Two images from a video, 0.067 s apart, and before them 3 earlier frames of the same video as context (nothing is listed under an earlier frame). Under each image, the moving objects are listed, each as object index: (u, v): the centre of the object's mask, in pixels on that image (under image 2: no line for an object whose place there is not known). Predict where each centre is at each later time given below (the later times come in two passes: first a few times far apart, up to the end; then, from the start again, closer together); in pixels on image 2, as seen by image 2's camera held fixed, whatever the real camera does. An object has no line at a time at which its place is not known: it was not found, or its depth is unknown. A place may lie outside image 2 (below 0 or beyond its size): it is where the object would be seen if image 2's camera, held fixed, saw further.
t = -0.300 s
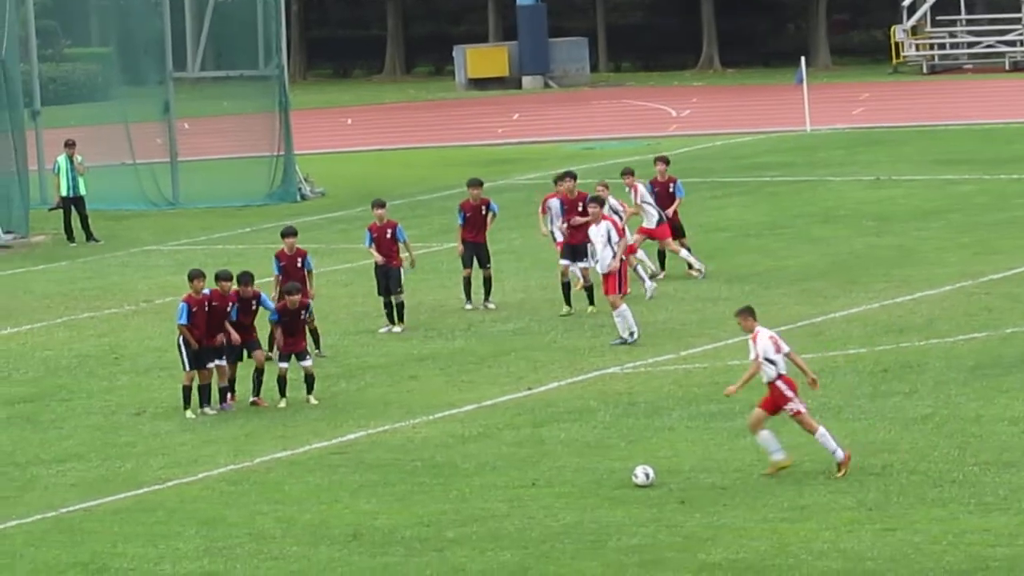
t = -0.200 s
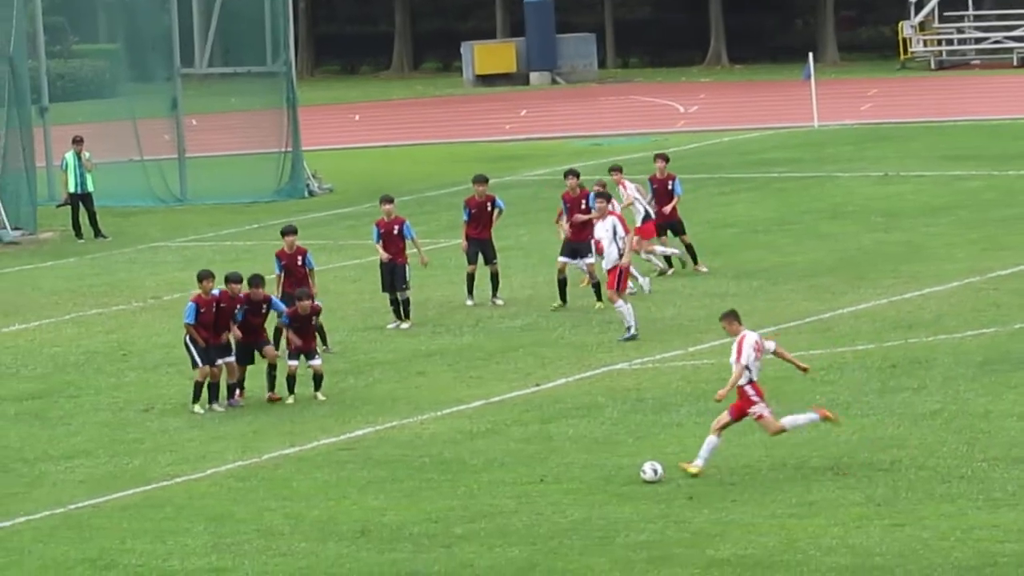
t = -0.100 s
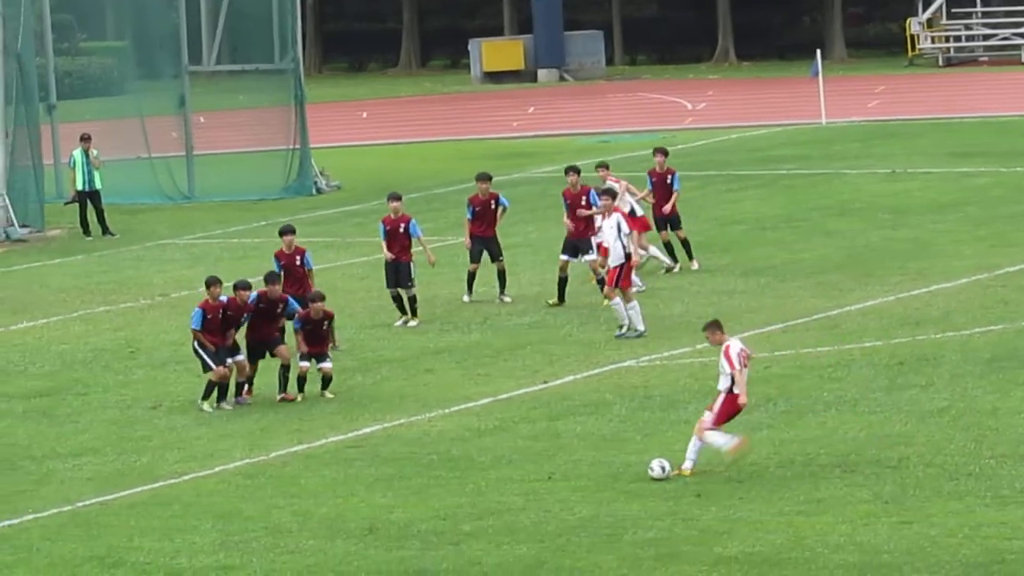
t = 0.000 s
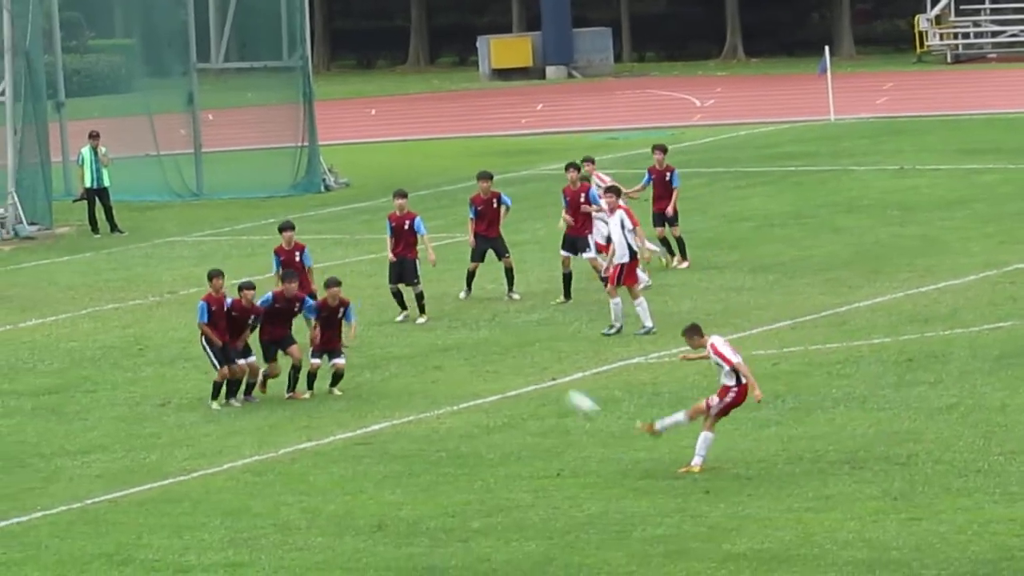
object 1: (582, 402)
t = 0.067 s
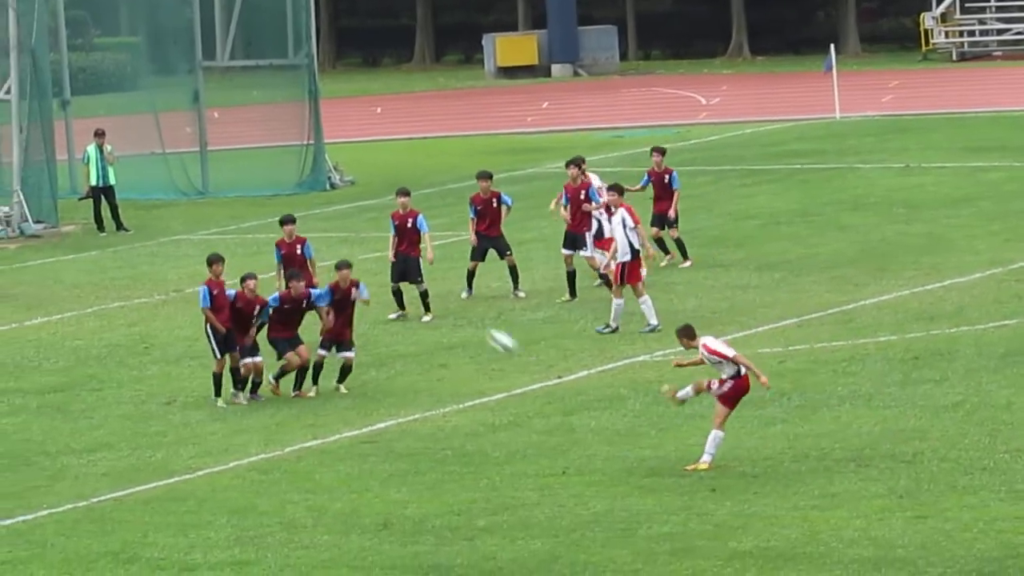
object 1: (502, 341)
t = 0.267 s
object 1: (296, 212)
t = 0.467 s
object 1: (161, 145)
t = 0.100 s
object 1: (462, 314)
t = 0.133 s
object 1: (426, 289)
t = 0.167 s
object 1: (391, 269)
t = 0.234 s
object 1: (326, 229)
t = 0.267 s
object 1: (296, 212)
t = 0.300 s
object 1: (270, 196)
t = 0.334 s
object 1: (246, 184)
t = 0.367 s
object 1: (221, 172)
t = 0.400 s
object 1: (200, 161)
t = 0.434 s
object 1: (179, 153)
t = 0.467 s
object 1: (161, 145)
